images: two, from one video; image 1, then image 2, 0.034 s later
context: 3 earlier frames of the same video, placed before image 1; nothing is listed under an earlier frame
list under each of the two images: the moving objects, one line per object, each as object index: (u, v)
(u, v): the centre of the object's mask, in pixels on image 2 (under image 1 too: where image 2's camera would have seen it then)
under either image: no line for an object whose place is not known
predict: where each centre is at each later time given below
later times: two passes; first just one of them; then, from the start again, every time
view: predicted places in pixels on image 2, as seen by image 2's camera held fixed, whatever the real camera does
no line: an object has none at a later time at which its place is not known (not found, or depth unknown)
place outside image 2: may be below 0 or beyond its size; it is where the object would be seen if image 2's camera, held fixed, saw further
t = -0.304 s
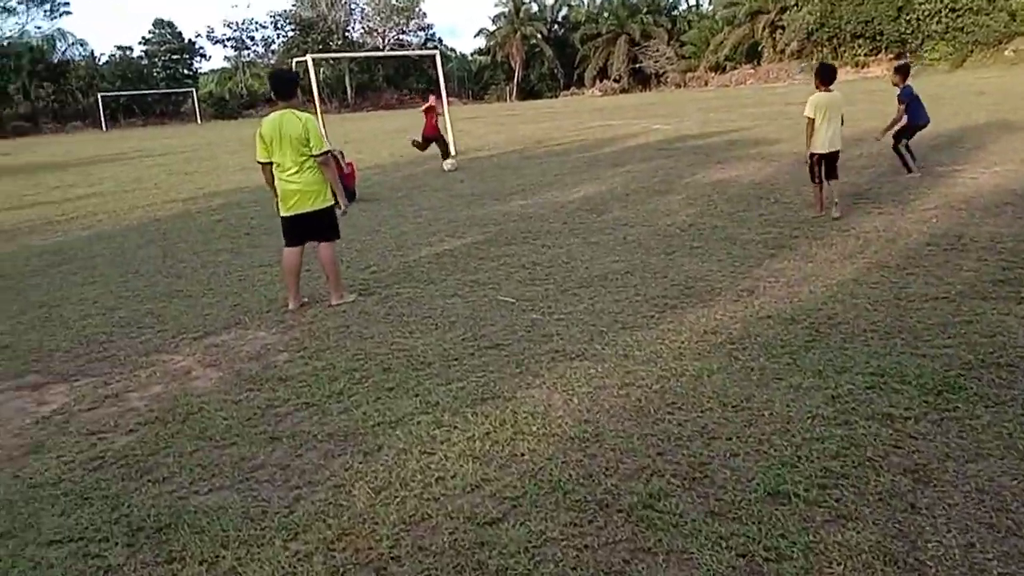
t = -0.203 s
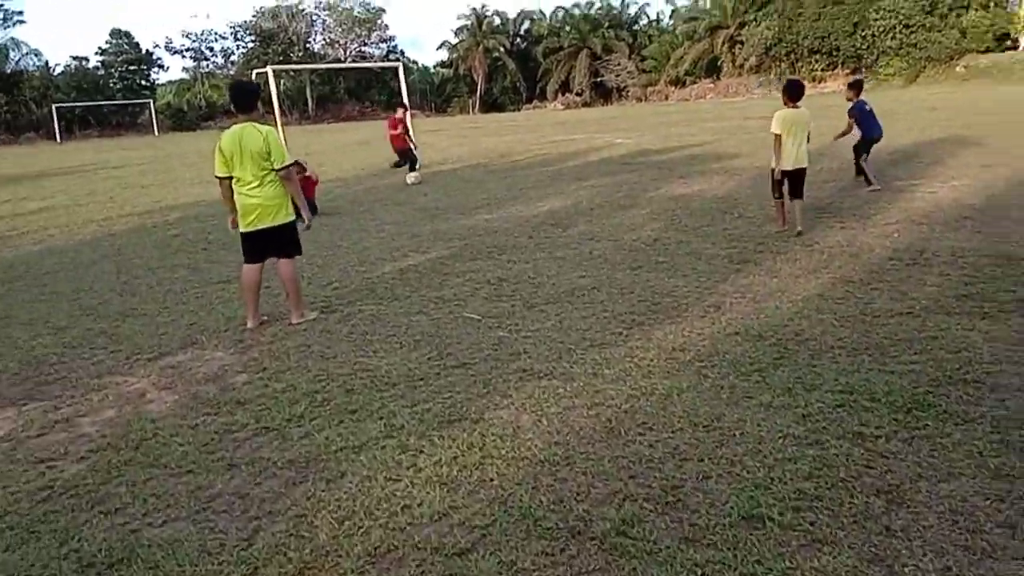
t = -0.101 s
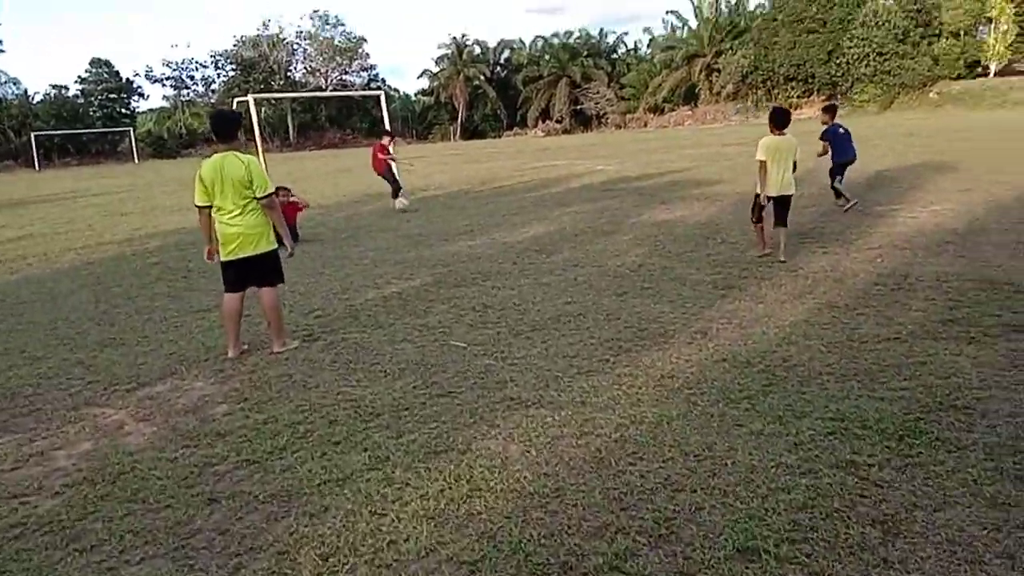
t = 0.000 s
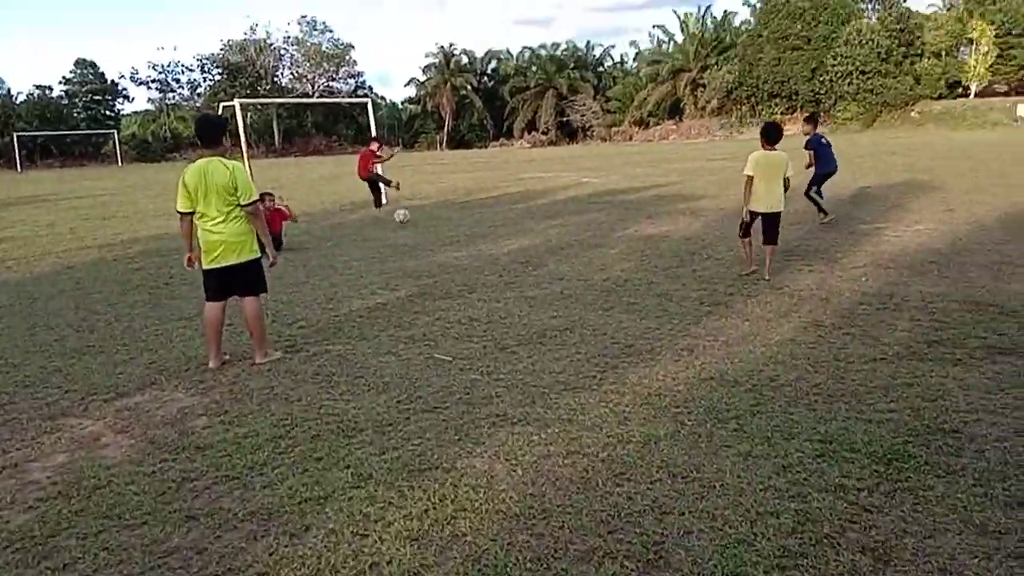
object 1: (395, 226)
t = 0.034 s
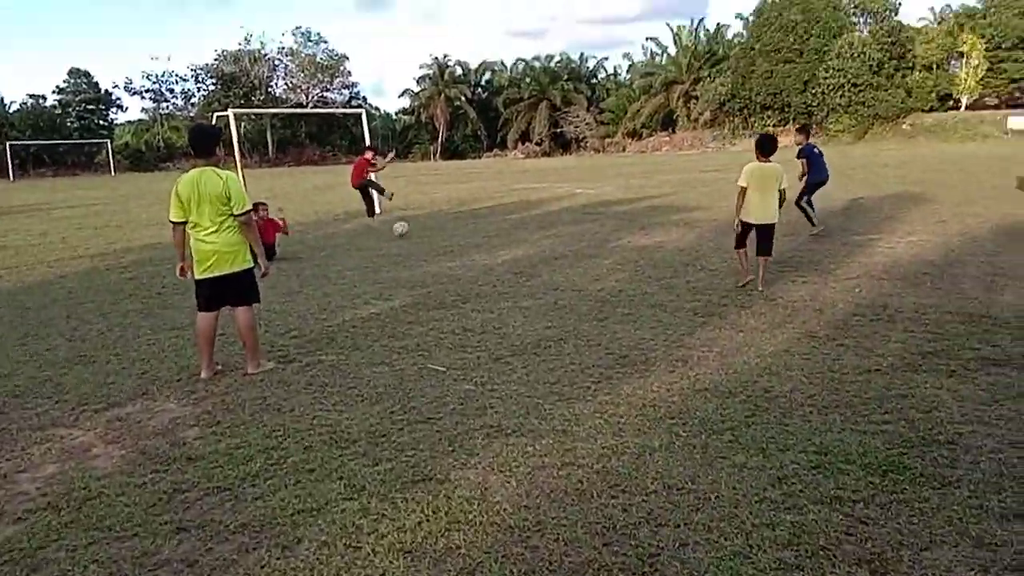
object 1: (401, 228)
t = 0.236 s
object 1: (427, 244)
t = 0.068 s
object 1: (406, 233)
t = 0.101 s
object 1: (411, 235)
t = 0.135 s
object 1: (415, 236)
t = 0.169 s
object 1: (419, 238)
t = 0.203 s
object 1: (423, 241)
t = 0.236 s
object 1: (427, 244)
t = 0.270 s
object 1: (430, 246)
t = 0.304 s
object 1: (434, 248)
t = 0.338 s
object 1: (437, 251)
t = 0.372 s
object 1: (440, 252)
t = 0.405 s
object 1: (442, 254)
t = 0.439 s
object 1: (444, 256)
